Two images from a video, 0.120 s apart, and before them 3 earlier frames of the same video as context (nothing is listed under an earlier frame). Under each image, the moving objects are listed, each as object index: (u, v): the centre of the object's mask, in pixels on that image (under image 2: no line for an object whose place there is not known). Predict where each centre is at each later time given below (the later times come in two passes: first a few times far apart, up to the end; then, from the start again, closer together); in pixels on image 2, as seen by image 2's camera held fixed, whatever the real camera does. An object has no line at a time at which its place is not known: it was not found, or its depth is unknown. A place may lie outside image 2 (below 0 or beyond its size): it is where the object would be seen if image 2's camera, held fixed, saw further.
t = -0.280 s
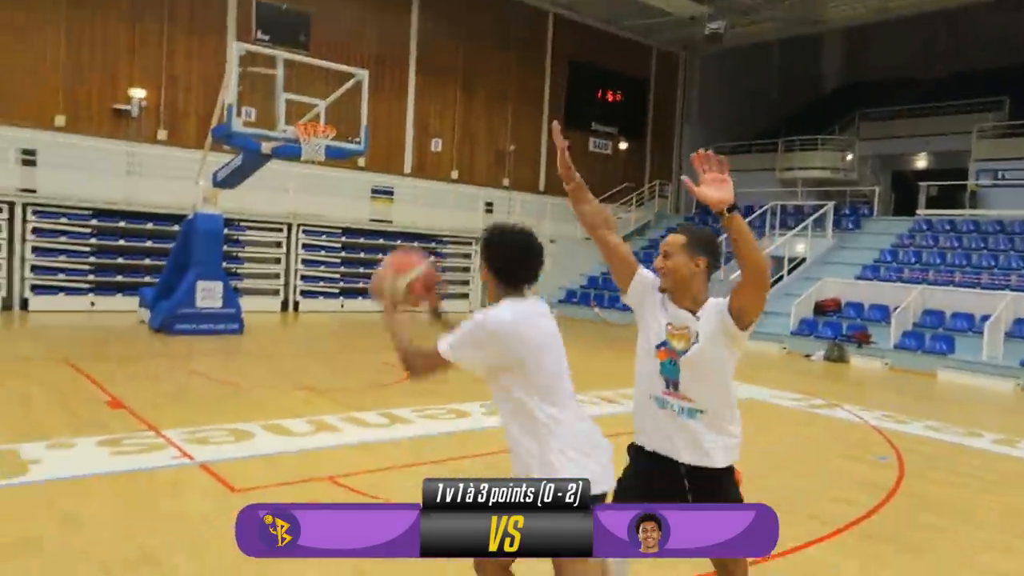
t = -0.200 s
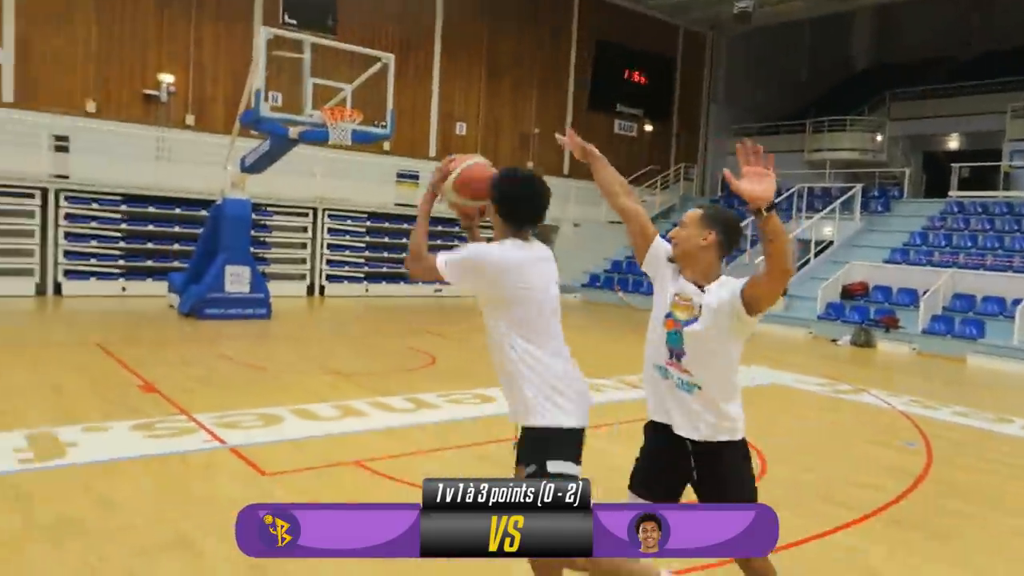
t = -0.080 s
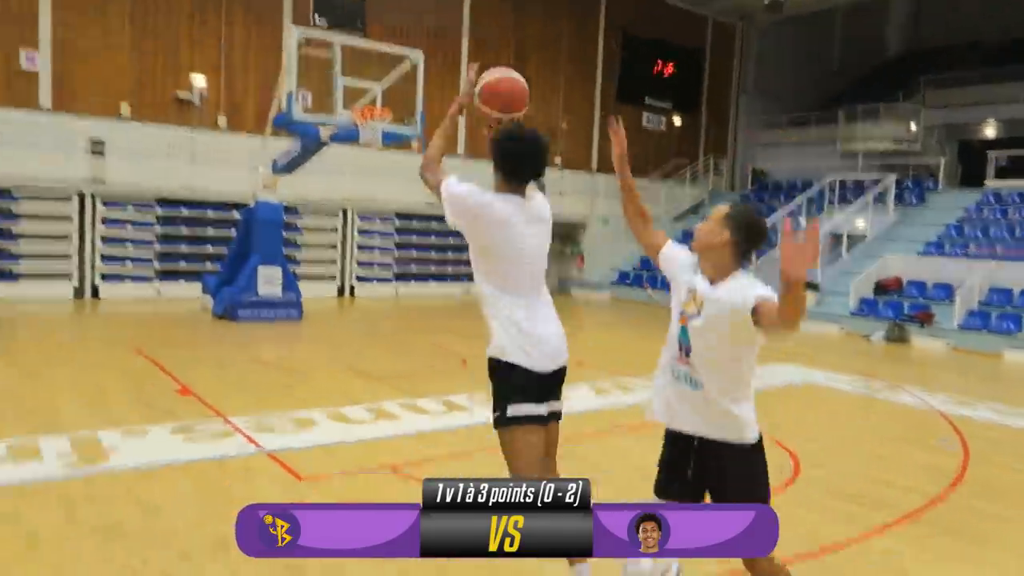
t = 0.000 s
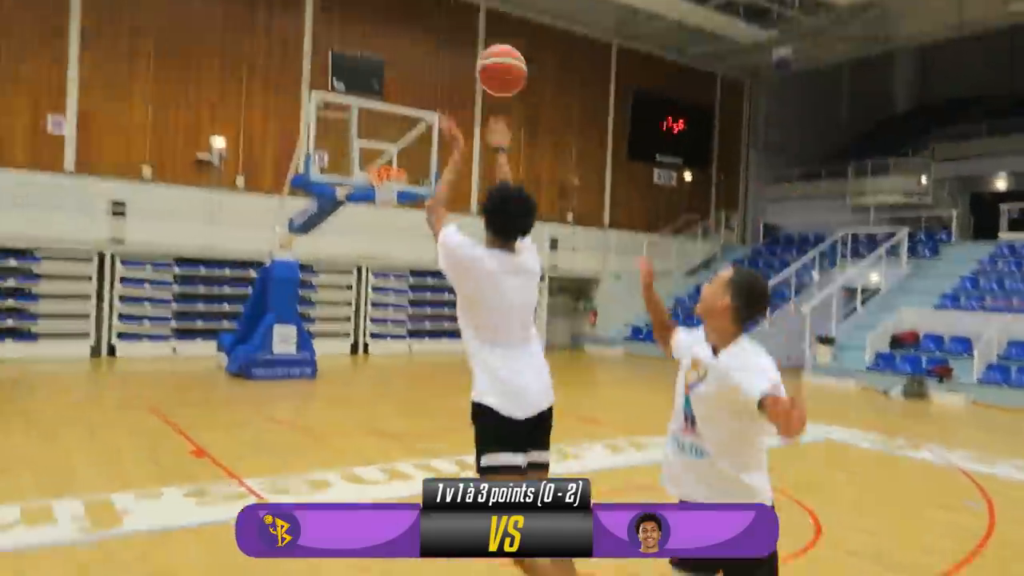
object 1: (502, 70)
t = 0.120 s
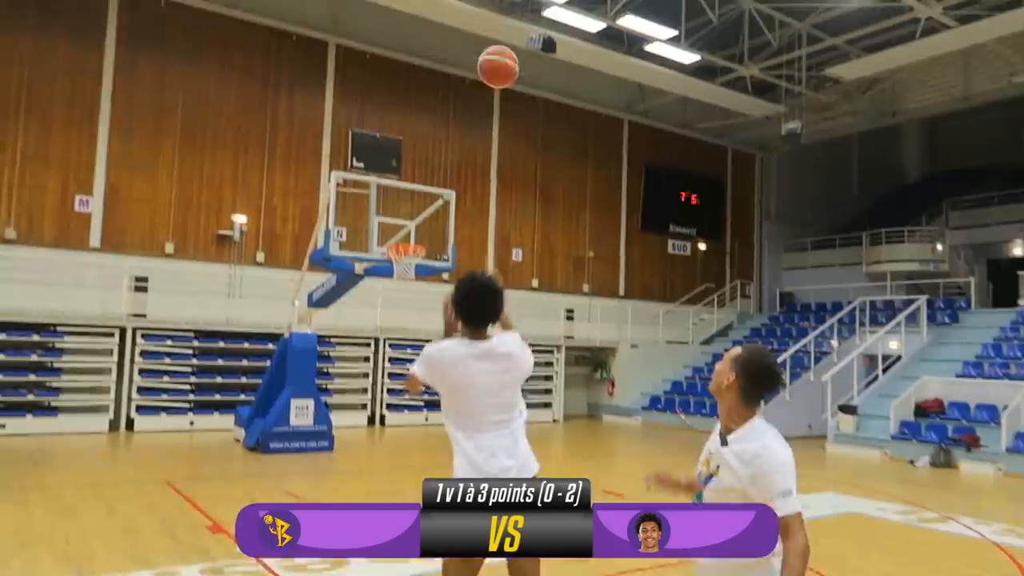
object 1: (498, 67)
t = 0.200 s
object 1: (488, 38)
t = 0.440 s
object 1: (464, 13)
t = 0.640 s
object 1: (449, 41)
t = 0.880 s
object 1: (434, 110)
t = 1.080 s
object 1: (422, 185)
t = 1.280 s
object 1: (405, 234)
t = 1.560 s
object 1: (337, 203)
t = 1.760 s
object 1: (279, 220)
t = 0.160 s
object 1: (492, 51)
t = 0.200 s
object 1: (488, 38)
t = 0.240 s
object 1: (483, 28)
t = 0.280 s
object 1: (479, 20)
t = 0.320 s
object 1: (475, 15)
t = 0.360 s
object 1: (471, 13)
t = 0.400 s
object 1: (467, 13)
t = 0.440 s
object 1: (464, 13)
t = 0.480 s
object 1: (460, 17)
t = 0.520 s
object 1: (459, 21)
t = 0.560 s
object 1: (454, 28)
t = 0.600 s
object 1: (452, 34)
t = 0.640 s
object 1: (449, 41)
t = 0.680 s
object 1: (446, 52)
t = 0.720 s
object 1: (444, 62)
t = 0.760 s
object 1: (441, 72)
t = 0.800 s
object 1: (438, 85)
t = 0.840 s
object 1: (436, 97)
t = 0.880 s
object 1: (434, 110)
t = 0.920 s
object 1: (432, 123)
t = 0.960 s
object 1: (429, 139)
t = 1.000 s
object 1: (427, 155)
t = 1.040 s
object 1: (425, 168)
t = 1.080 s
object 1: (422, 185)
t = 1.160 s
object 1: (419, 219)
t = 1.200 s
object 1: (416, 234)
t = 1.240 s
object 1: (414, 234)
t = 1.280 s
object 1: (405, 234)
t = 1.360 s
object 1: (384, 219)
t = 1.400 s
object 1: (374, 214)
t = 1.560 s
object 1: (337, 203)
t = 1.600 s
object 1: (325, 204)
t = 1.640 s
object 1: (313, 205)
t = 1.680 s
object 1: (304, 208)
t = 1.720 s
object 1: (291, 213)
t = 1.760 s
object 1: (279, 220)
